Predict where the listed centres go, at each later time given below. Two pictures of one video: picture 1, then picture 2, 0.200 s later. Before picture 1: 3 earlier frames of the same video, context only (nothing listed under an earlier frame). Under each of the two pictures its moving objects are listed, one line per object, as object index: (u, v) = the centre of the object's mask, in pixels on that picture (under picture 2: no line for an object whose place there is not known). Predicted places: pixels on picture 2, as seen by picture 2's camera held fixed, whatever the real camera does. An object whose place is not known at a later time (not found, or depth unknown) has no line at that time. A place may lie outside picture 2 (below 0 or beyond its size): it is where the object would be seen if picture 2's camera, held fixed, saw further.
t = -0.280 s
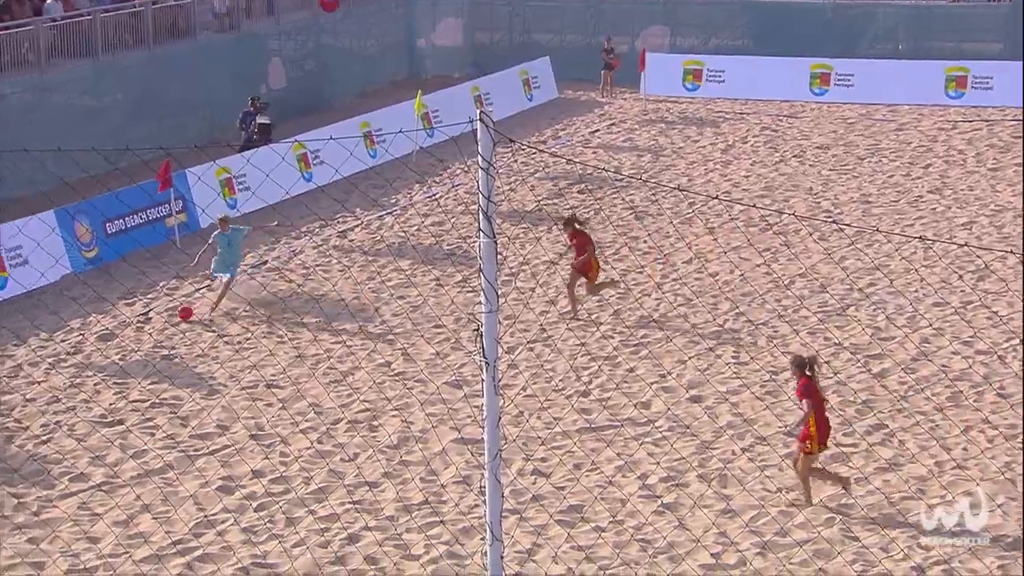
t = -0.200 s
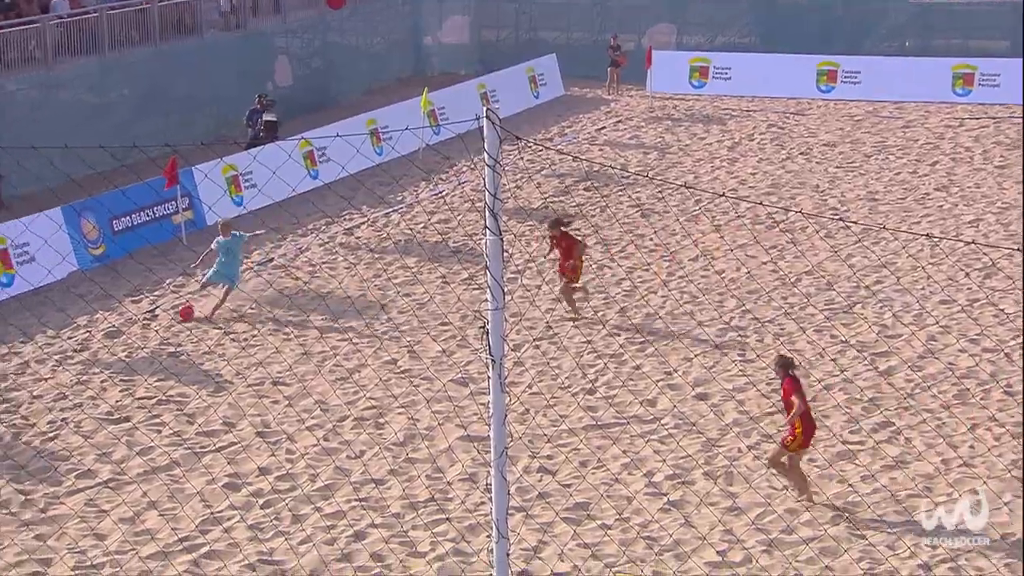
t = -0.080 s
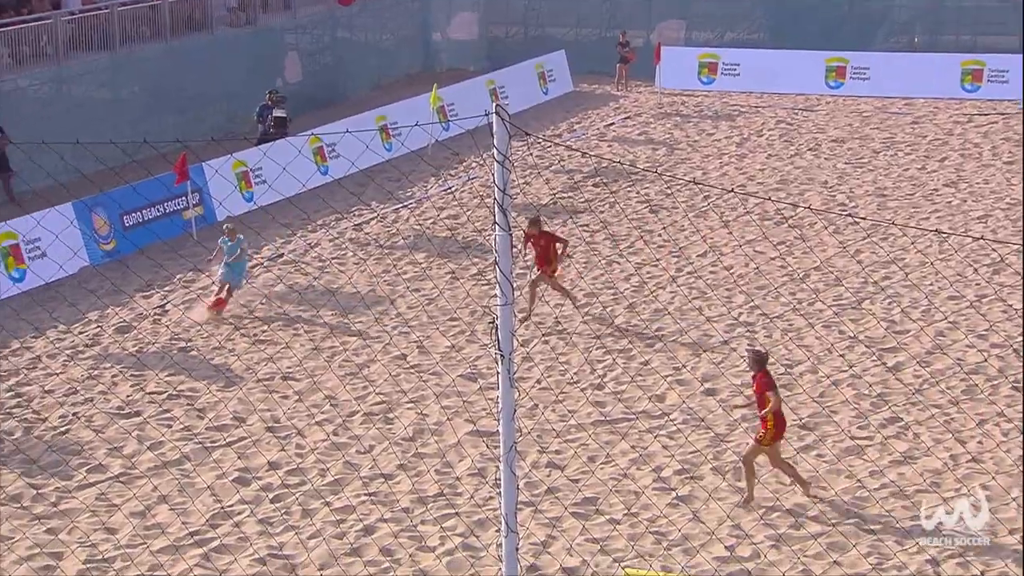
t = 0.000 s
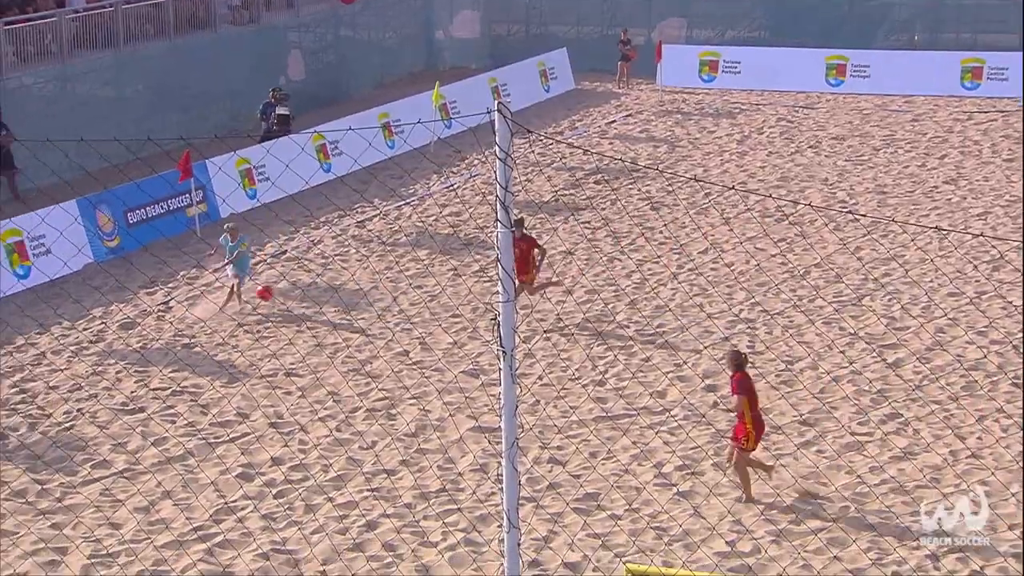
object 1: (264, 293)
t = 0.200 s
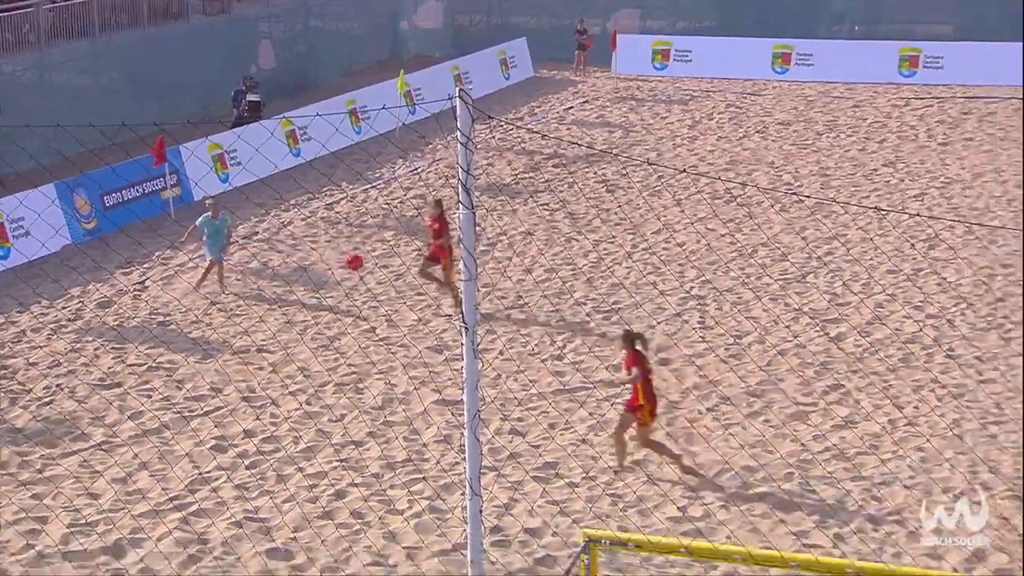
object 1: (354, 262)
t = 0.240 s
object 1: (380, 261)
